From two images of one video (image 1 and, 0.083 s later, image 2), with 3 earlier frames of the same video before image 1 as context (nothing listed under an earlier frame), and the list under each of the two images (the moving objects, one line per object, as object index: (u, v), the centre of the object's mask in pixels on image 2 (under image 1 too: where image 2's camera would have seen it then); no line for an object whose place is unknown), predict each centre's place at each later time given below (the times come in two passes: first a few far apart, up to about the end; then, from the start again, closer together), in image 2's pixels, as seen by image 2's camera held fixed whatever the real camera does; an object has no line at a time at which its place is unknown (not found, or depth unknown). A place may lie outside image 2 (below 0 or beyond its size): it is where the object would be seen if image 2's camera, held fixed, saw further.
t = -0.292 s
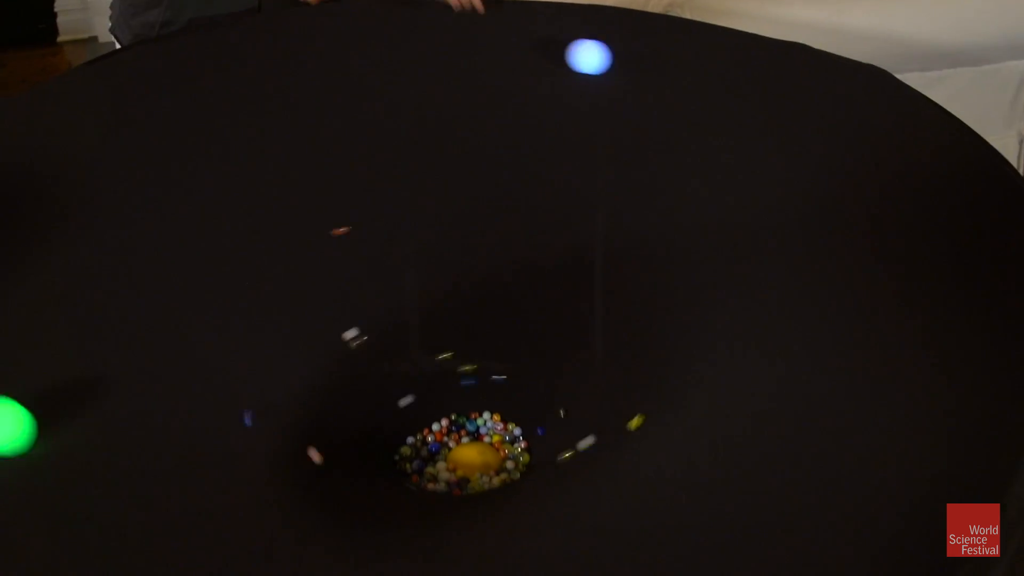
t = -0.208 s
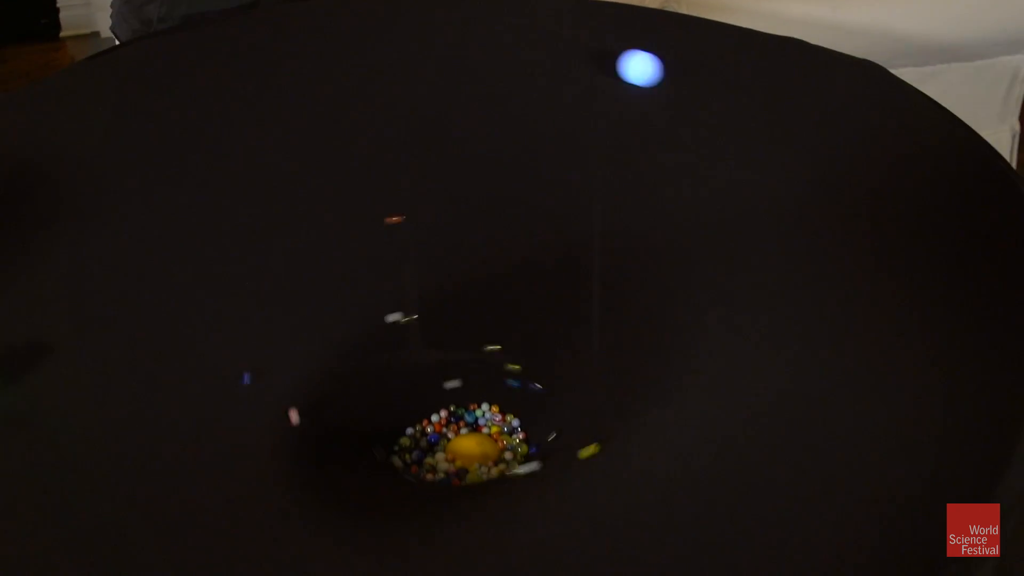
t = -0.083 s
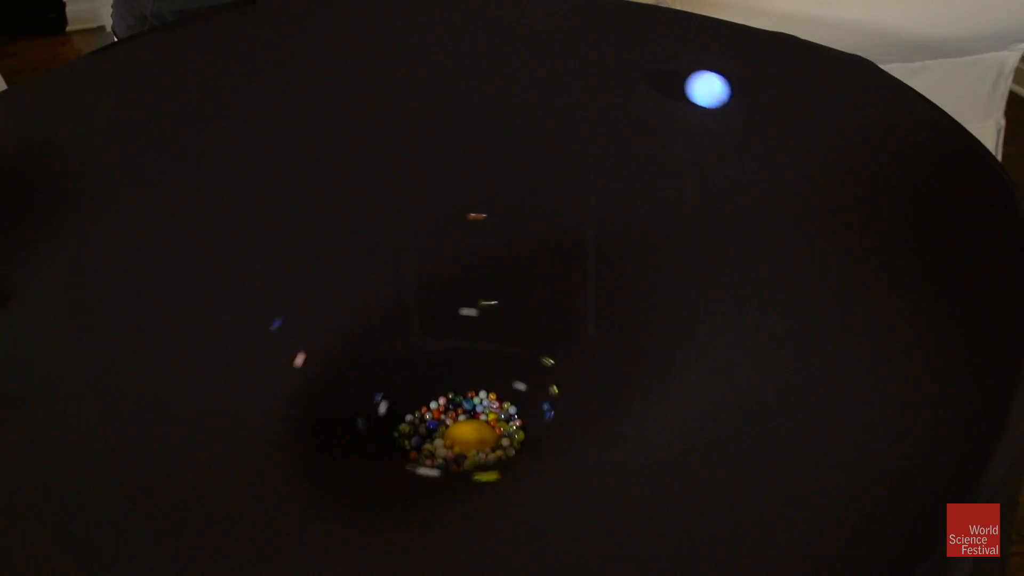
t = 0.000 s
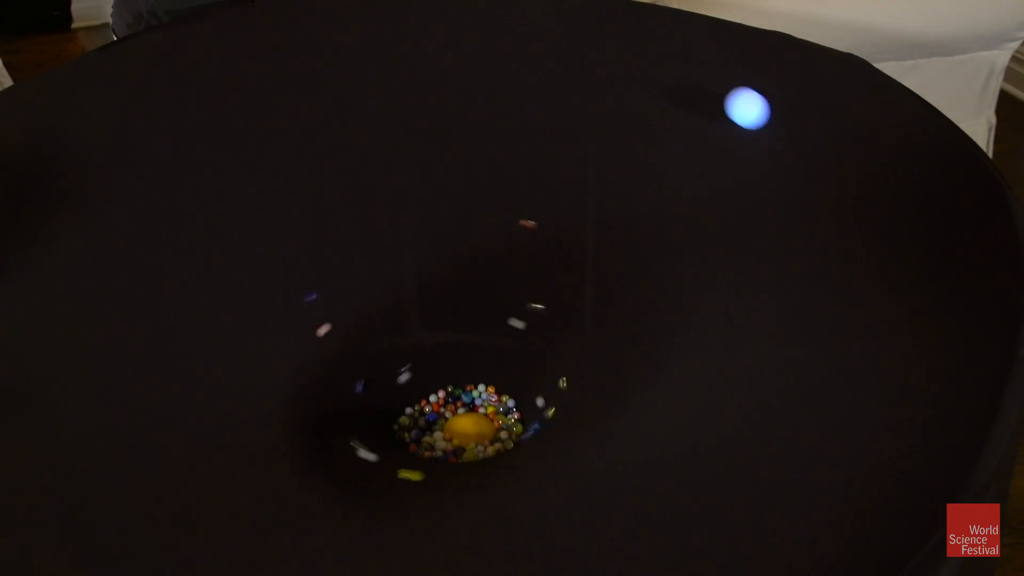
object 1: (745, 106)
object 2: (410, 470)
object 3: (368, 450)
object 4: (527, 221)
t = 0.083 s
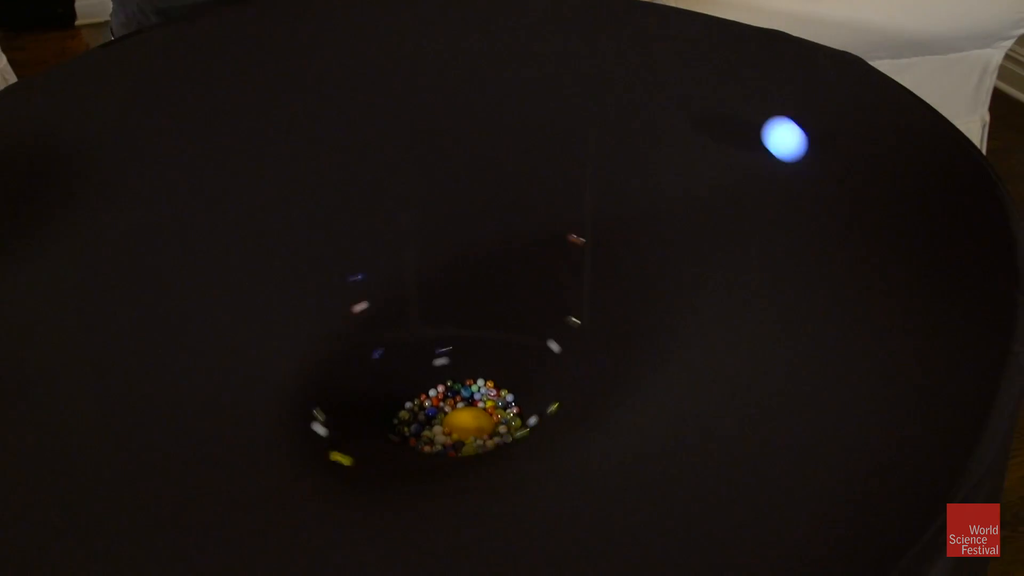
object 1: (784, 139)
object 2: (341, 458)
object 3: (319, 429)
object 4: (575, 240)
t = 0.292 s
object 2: (234, 388)
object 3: (279, 359)
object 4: (654, 315)
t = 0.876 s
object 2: (405, 265)
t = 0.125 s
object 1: (803, 159)
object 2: (311, 448)
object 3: (302, 415)
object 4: (597, 252)
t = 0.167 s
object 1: (817, 176)
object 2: (285, 435)
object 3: (290, 401)
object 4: (617, 267)
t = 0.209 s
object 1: (829, 191)
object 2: (264, 420)
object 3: (282, 387)
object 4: (633, 282)
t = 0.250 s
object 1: (838, 208)
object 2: (246, 405)
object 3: (278, 373)
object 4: (646, 298)
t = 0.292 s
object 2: (234, 388)
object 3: (279, 359)
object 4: (654, 315)
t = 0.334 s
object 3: (283, 346)
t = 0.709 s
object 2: (314, 263)
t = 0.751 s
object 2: (336, 256)
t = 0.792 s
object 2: (358, 254)
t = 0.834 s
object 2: (381, 257)
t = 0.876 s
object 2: (405, 265)
